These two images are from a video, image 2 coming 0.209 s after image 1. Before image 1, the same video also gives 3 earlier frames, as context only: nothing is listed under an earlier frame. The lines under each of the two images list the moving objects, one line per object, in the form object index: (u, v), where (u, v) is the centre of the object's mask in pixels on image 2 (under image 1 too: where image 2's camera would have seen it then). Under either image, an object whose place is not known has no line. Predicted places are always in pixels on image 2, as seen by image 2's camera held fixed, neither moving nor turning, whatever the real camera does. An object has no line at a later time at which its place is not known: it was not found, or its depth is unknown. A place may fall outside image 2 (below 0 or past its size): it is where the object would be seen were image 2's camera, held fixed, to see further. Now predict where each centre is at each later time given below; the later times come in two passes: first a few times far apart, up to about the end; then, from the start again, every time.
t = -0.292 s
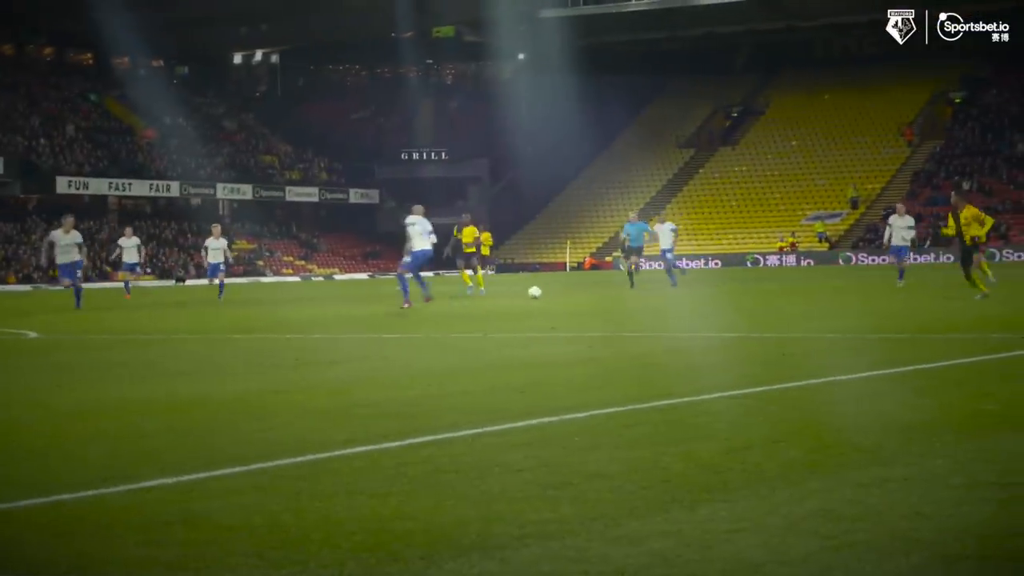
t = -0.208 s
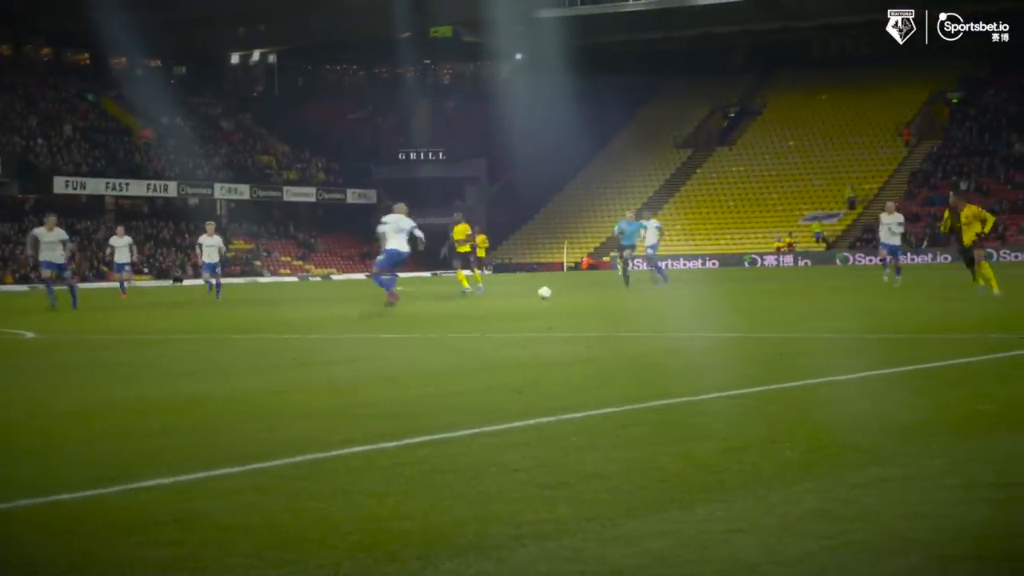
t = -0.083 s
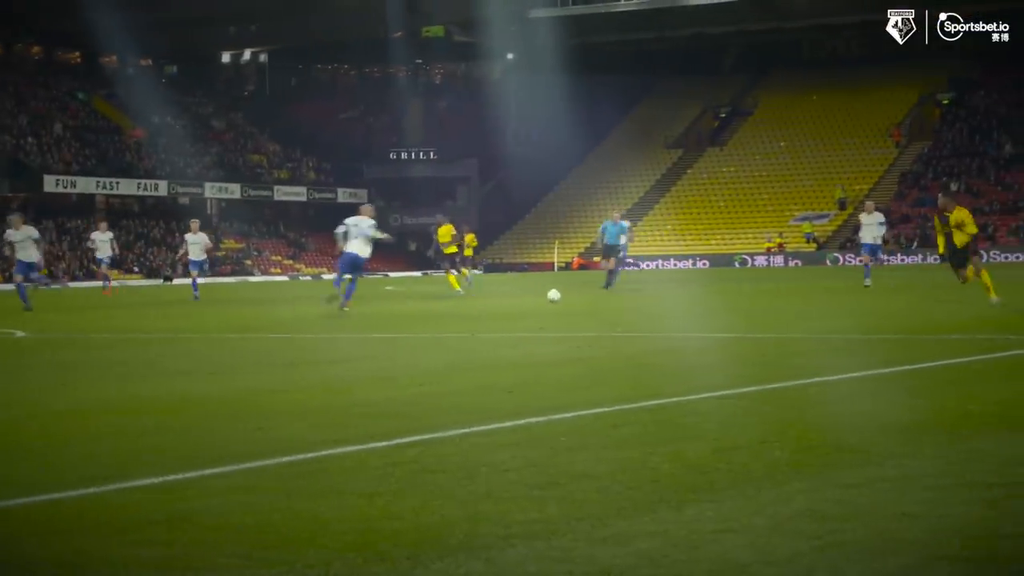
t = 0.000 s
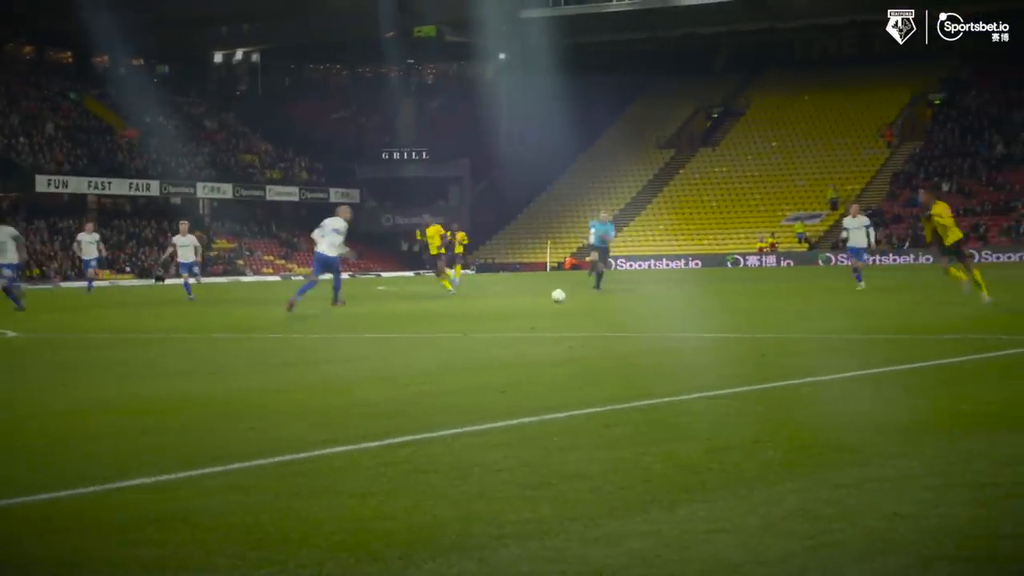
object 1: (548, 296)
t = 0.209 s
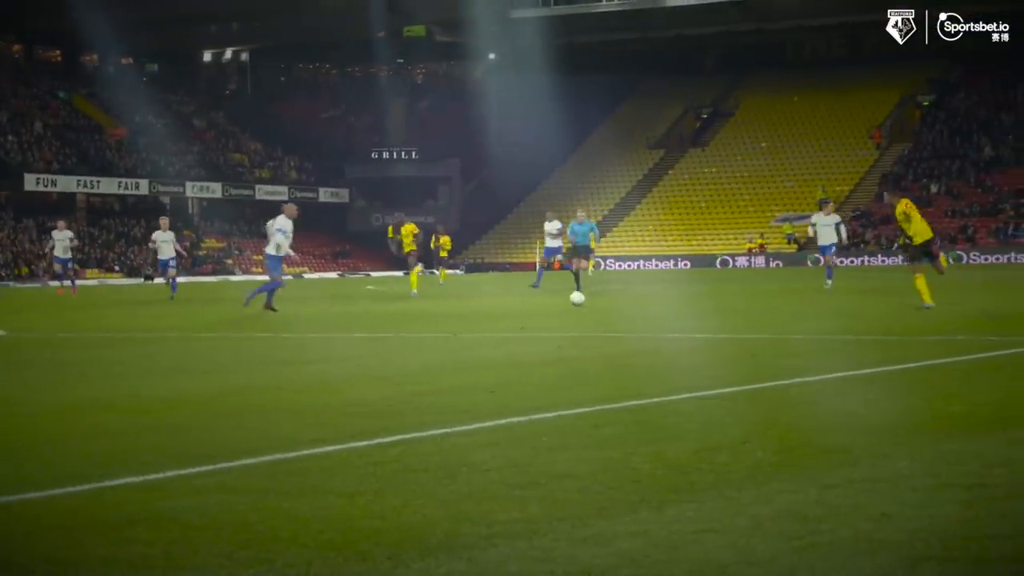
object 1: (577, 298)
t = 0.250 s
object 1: (583, 300)
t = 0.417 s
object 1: (606, 303)
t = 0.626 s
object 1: (634, 305)
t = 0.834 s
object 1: (664, 308)
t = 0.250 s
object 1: (583, 300)
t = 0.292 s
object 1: (589, 300)
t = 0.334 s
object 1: (594, 300)
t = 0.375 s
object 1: (600, 301)
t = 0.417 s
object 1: (606, 303)
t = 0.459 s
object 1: (611, 302)
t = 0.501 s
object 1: (617, 303)
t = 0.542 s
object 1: (622, 305)
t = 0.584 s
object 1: (628, 305)
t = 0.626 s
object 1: (634, 305)
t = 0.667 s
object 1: (640, 306)
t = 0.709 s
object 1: (646, 306)
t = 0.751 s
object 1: (652, 307)
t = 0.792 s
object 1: (658, 307)
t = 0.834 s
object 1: (664, 308)
